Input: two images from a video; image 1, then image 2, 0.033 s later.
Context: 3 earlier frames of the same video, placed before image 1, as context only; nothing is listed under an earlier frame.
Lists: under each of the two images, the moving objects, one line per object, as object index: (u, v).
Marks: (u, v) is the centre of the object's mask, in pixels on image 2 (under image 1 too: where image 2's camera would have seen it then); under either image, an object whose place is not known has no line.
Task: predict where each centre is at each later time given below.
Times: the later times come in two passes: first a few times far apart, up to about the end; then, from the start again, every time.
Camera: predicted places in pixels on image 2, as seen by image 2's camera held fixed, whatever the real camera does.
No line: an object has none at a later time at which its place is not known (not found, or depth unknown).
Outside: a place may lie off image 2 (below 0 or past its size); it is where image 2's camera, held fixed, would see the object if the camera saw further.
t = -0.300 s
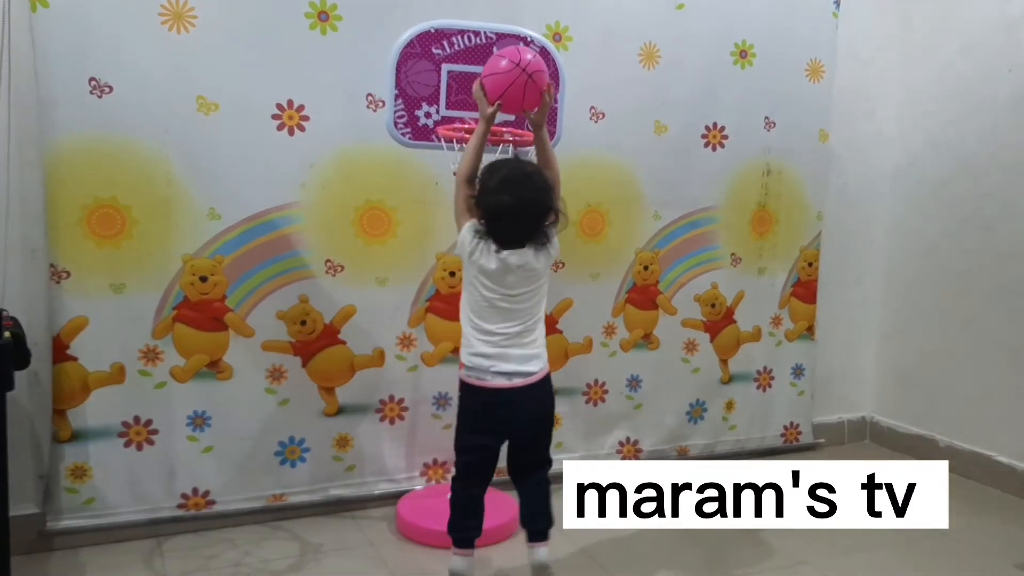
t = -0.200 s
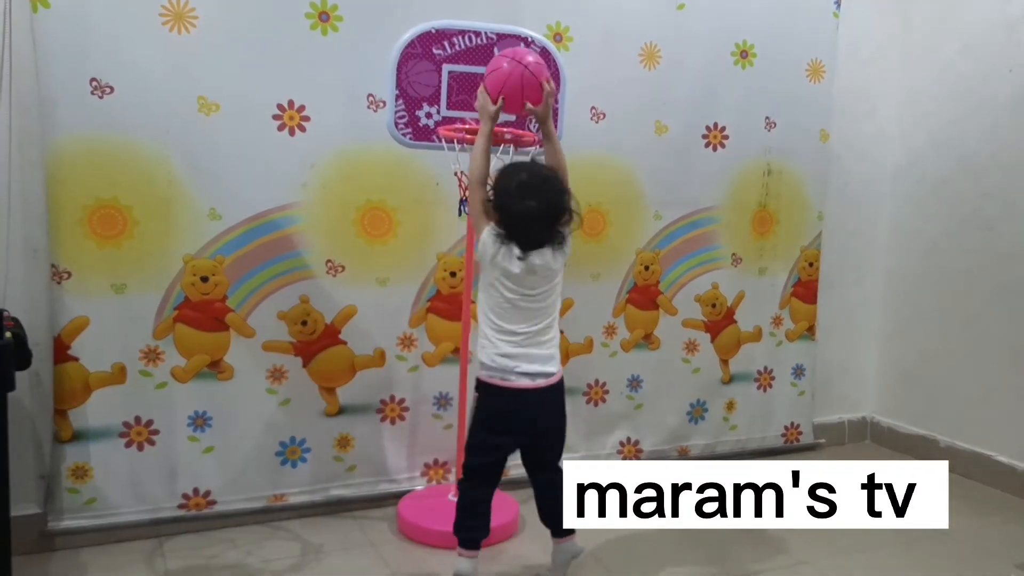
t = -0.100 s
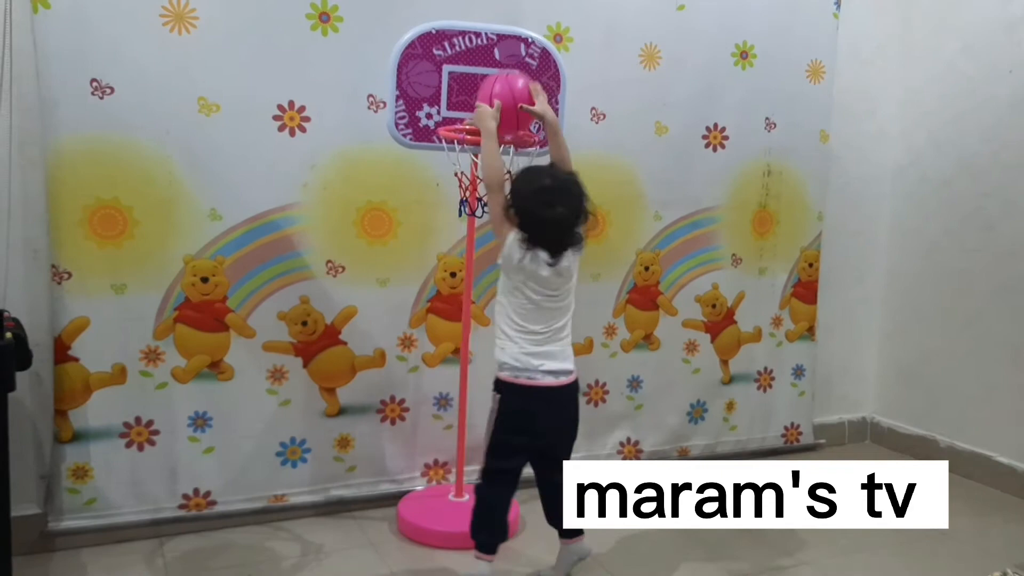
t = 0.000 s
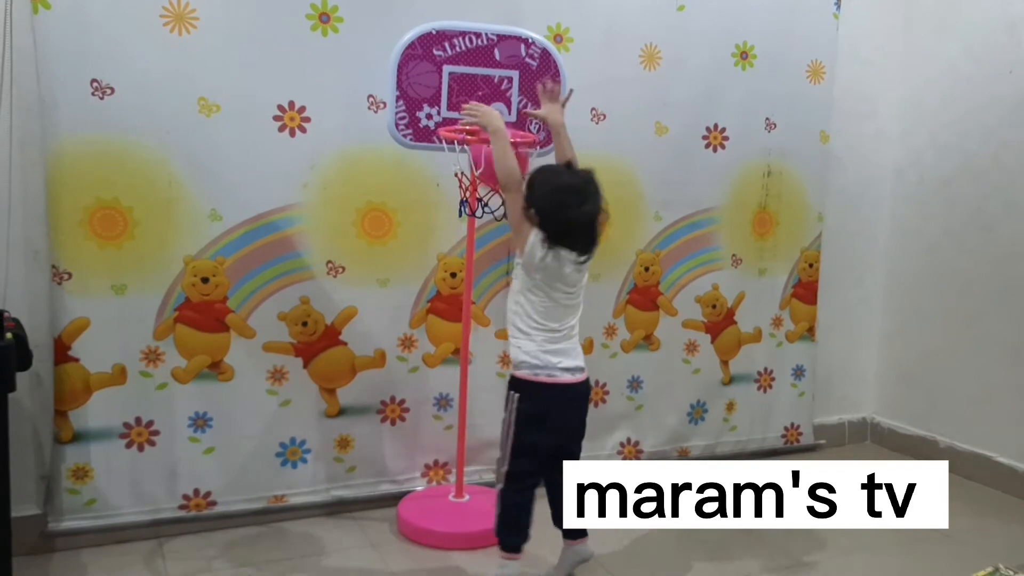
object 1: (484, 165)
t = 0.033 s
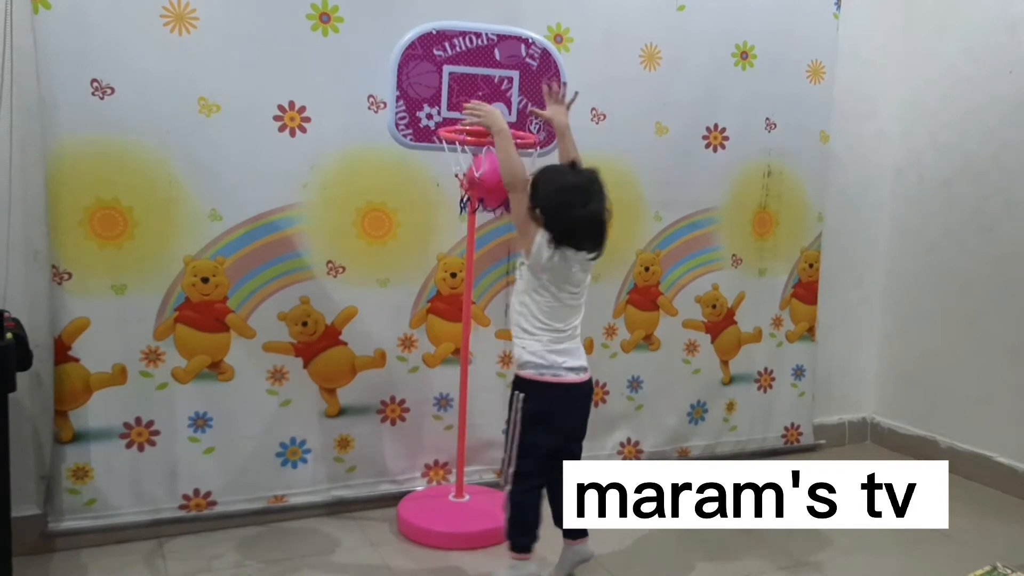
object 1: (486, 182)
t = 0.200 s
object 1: (475, 287)
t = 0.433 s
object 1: (443, 439)
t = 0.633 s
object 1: (391, 307)
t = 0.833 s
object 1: (324, 322)
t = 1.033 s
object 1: (246, 541)
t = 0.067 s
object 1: (487, 196)
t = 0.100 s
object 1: (487, 212)
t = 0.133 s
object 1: (484, 234)
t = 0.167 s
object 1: (480, 259)
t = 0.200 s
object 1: (475, 287)
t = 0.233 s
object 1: (472, 320)
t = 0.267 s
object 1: (469, 359)
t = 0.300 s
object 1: (465, 397)
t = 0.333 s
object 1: (461, 440)
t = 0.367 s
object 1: (457, 489)
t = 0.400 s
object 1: (450, 472)
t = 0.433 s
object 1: (443, 439)
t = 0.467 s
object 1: (434, 407)
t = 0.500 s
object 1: (428, 382)
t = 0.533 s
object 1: (419, 358)
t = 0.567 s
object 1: (410, 338)
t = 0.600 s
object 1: (400, 321)
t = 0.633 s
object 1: (391, 307)
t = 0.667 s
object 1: (380, 298)
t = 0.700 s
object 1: (370, 293)
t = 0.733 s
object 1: (359, 293)
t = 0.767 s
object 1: (348, 297)
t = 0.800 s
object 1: (337, 307)
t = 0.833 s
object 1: (324, 322)
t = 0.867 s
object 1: (312, 342)
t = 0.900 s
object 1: (299, 370)
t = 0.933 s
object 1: (286, 404)
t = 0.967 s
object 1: (273, 445)
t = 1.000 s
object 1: (260, 490)
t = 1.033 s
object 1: (246, 541)
